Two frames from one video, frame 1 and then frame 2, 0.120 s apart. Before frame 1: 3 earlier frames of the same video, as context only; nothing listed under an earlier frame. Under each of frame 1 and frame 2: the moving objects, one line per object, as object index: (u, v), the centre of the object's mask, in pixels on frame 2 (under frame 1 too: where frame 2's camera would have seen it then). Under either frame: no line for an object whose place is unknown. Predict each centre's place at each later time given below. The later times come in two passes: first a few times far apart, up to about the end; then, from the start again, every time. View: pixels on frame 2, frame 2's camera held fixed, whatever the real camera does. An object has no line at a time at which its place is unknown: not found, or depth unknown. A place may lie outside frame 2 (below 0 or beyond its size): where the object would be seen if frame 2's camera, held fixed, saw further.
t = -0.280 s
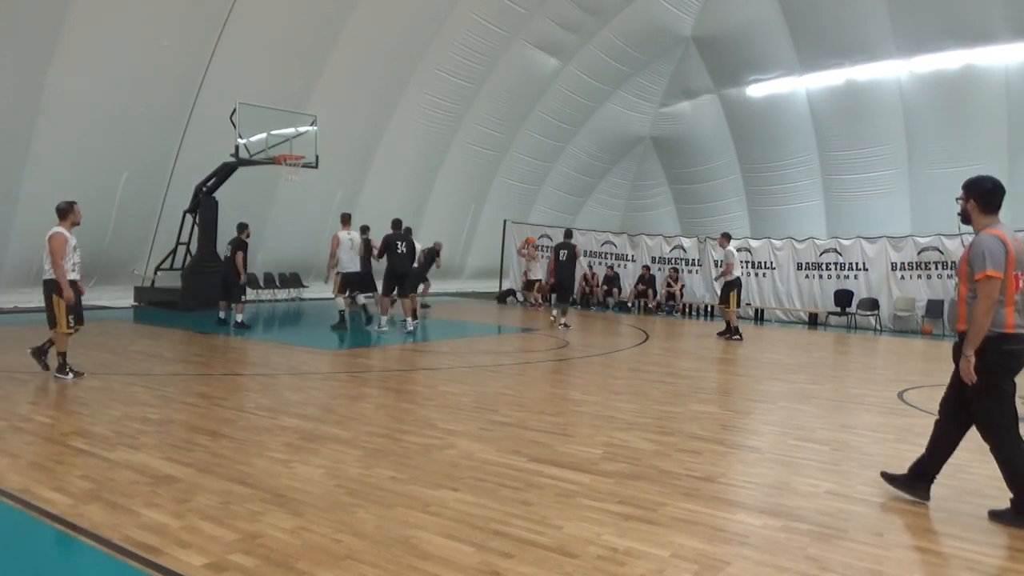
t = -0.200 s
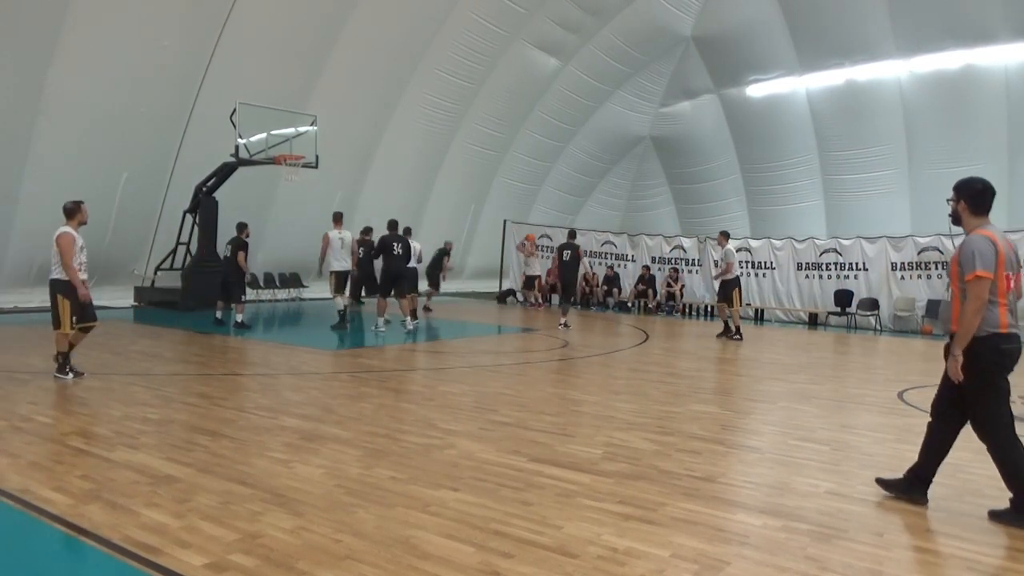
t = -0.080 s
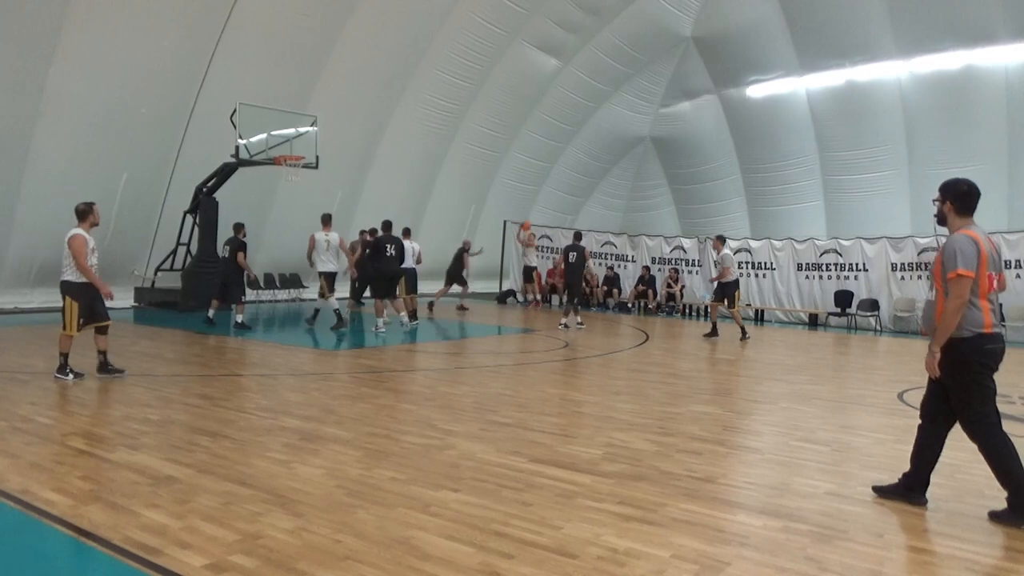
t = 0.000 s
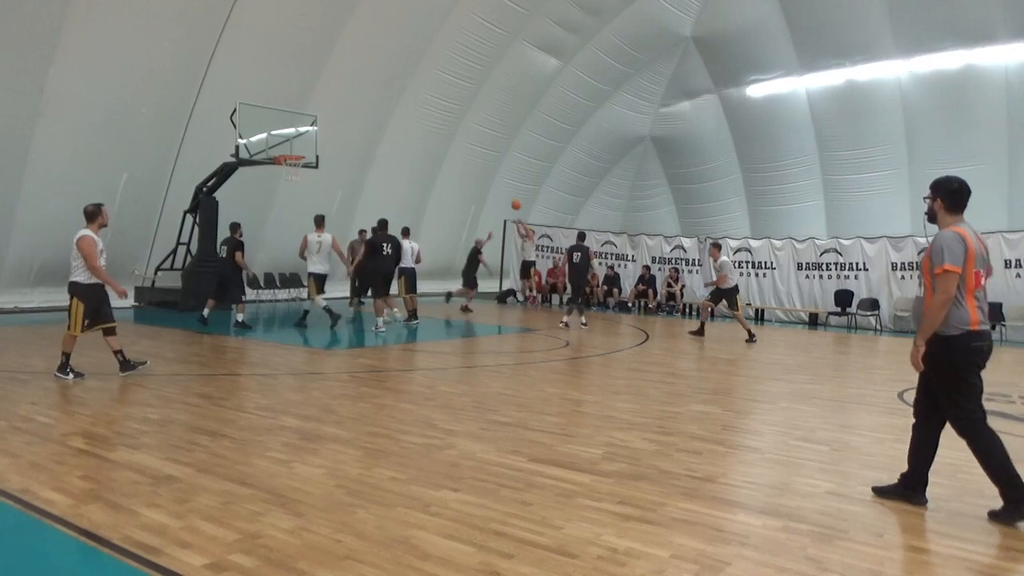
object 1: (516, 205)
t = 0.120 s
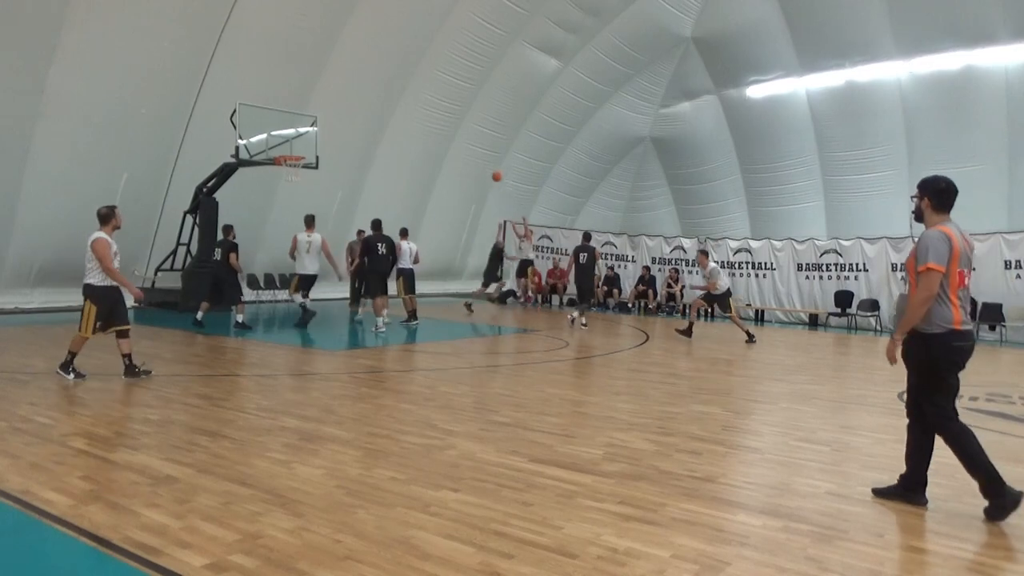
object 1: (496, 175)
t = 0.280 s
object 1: (470, 145)
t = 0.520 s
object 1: (426, 114)
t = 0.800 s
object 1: (369, 108)
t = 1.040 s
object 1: (314, 135)
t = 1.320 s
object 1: (293, 162)
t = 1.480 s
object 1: (301, 170)
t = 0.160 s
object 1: (490, 167)
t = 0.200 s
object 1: (484, 159)
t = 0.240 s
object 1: (476, 151)
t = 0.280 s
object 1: (470, 145)
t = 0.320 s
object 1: (463, 138)
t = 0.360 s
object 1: (456, 132)
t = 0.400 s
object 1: (448, 126)
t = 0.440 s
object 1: (441, 122)
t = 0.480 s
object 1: (433, 117)
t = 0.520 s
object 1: (426, 114)
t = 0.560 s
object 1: (418, 110)
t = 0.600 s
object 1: (411, 108)
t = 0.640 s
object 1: (403, 107)
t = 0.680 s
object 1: (394, 106)
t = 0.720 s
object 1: (386, 106)
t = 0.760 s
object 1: (378, 107)
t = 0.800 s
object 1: (369, 108)
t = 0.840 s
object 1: (360, 110)
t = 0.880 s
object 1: (351, 114)
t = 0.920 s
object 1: (342, 117)
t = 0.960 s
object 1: (333, 122)
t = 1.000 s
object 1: (323, 128)
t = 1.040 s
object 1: (314, 135)
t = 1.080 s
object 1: (304, 142)
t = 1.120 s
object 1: (294, 152)
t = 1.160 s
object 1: (288, 158)
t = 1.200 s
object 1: (288, 161)
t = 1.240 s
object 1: (291, 162)
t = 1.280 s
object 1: (291, 161)
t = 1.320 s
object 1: (293, 162)
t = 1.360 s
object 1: (295, 163)
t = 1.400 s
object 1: (296, 164)
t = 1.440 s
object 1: (298, 166)
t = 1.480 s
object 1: (301, 170)
